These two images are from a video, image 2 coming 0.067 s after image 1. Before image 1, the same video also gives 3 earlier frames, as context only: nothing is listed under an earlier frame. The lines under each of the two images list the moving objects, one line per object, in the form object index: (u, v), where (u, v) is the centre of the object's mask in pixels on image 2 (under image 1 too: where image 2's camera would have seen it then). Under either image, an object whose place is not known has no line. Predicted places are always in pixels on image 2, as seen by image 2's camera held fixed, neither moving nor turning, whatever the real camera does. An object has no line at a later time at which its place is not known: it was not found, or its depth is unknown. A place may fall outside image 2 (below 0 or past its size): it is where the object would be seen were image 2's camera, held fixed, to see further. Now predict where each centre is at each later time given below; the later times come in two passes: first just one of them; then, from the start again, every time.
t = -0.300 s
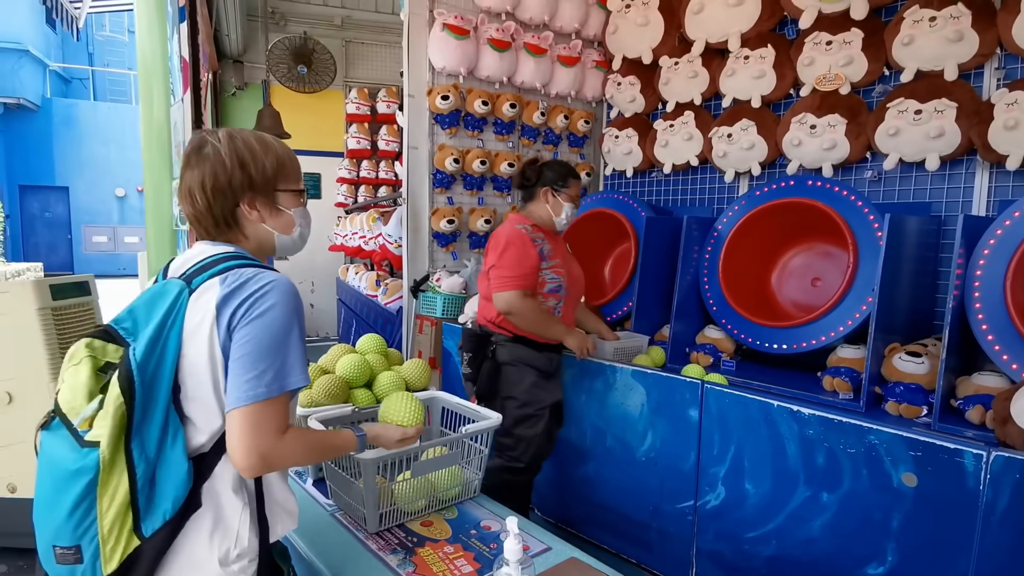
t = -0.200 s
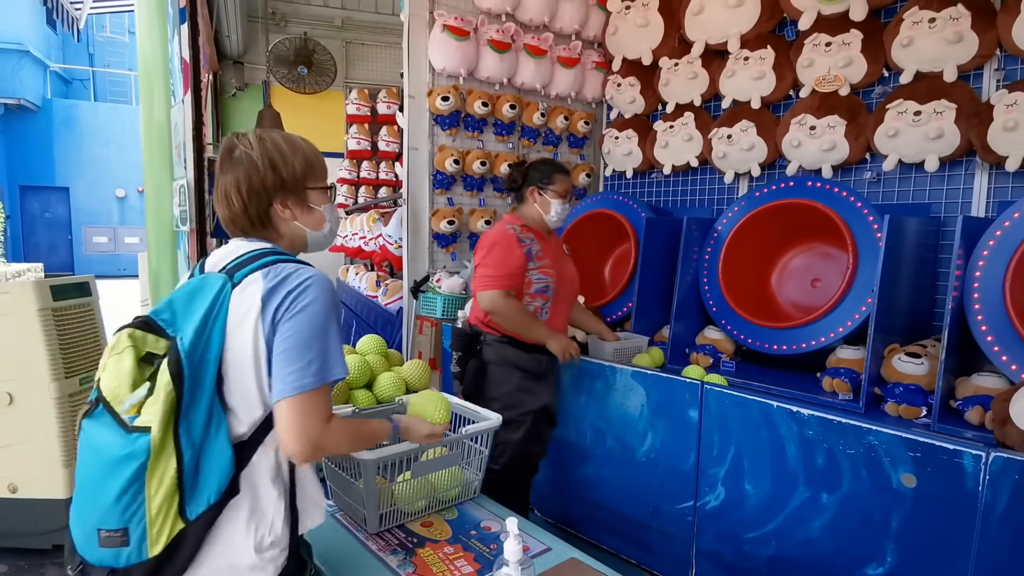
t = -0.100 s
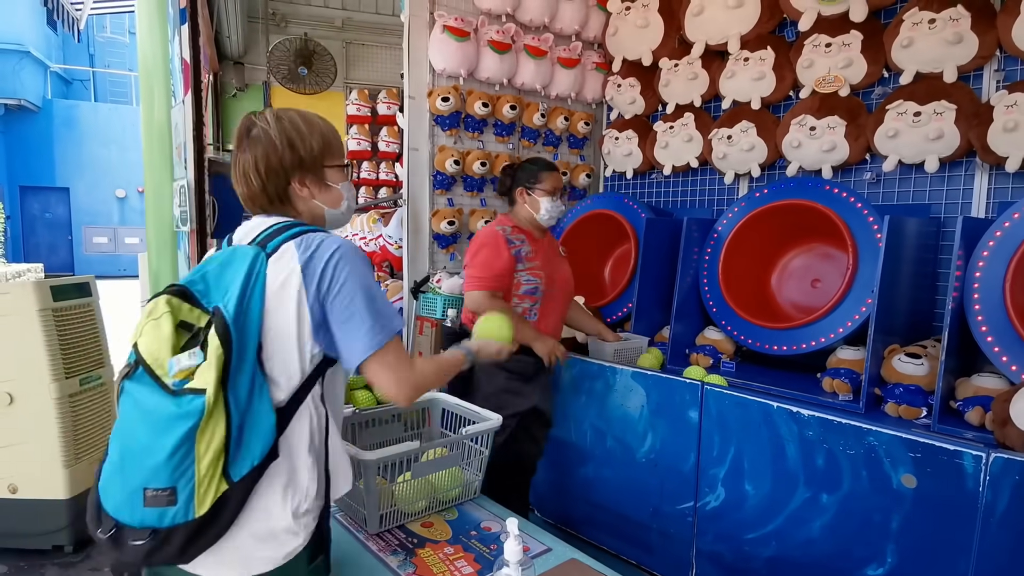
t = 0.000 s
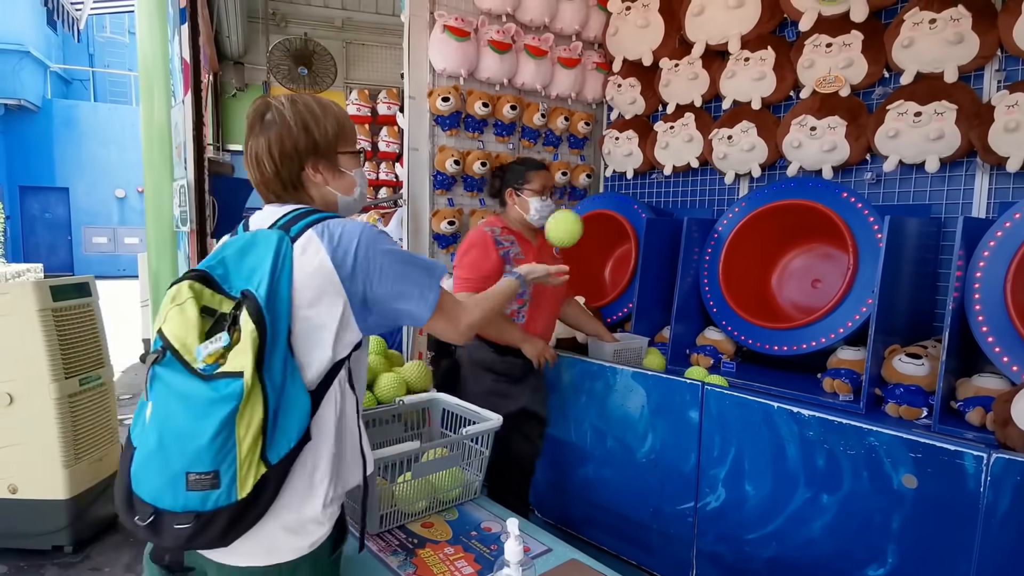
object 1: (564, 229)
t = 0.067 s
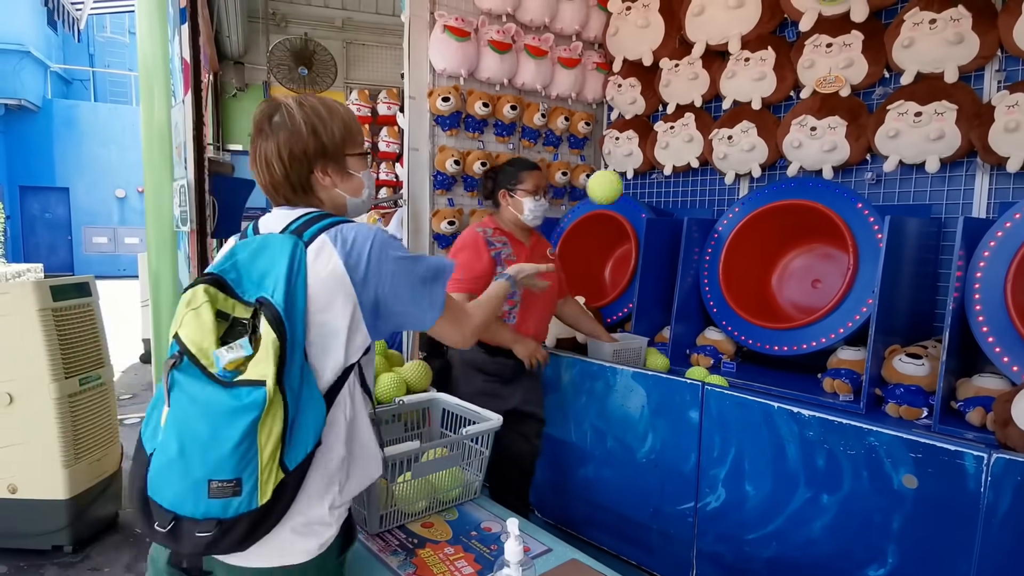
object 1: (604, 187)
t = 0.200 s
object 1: (671, 158)
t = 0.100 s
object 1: (623, 173)
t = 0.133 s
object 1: (640, 164)
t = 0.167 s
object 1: (656, 159)
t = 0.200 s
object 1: (671, 158)
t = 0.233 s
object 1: (685, 160)
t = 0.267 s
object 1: (698, 166)
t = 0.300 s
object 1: (710, 175)
